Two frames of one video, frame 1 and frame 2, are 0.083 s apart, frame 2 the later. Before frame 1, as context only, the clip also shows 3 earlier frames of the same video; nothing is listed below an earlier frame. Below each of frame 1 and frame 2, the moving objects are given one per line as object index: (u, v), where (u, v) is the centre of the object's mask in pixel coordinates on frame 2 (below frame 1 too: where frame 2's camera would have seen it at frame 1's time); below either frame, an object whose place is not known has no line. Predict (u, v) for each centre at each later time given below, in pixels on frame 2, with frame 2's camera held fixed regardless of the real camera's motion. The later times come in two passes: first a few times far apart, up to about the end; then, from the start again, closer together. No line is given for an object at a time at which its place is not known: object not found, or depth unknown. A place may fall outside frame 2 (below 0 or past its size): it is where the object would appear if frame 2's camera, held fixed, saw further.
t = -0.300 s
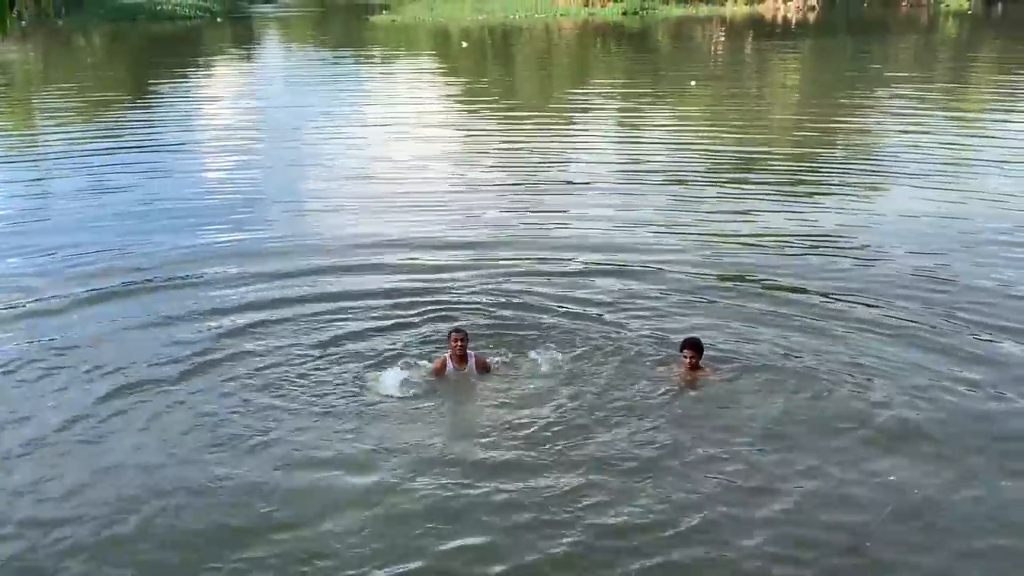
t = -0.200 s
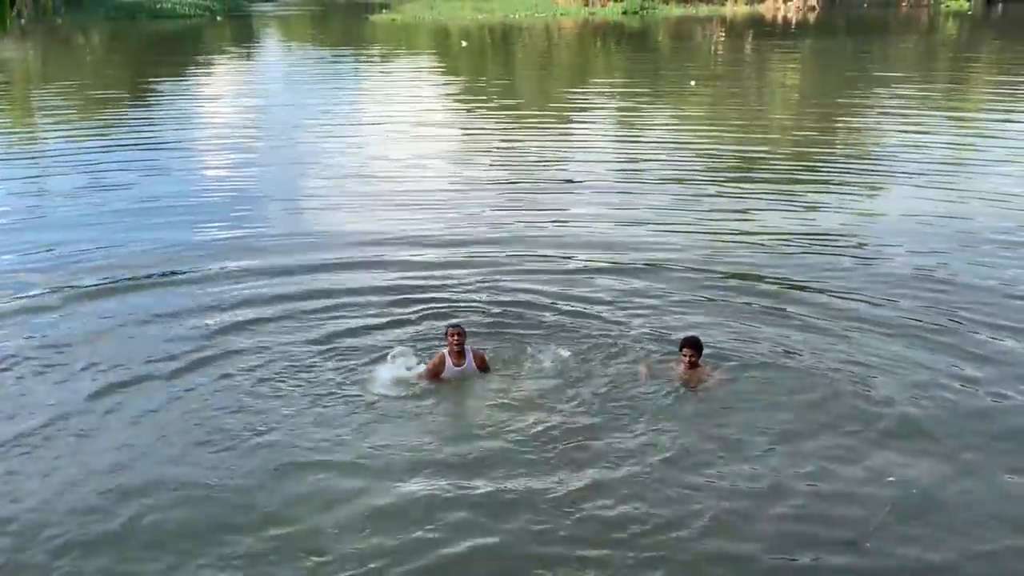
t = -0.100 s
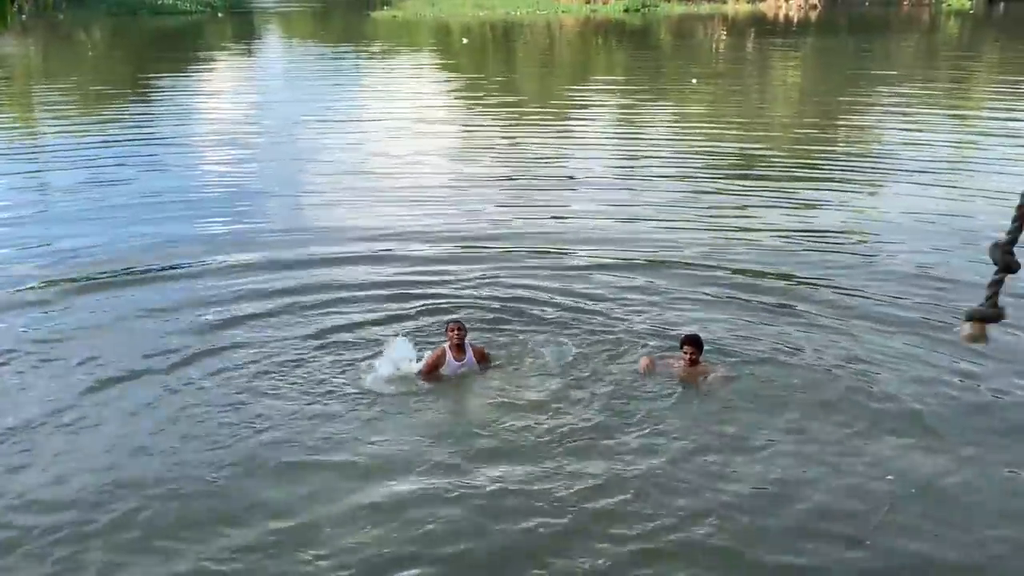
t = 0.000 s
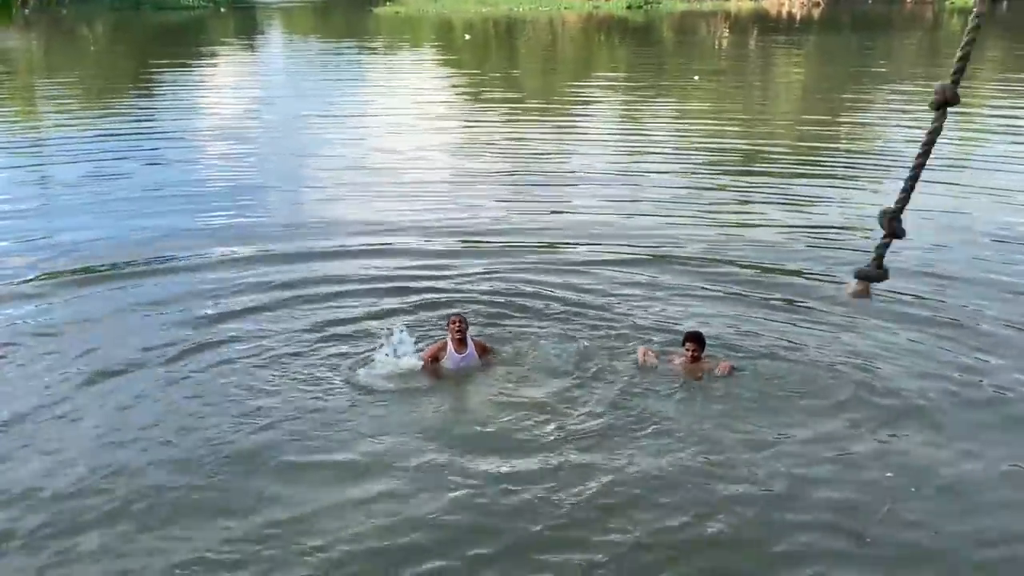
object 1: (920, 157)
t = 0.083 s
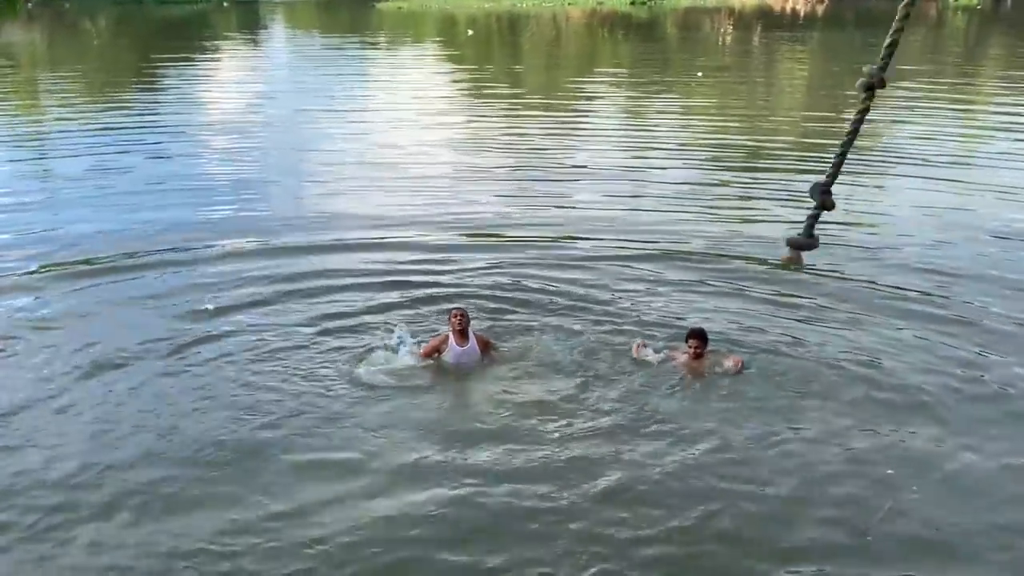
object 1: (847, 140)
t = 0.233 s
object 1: (745, 117)
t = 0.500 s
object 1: (653, 105)
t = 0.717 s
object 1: (617, 85)
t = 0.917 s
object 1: (573, 74)
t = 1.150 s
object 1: (533, 67)
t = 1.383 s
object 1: (572, 66)
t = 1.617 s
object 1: (682, 122)
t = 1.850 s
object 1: (863, 199)
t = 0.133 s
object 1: (805, 128)
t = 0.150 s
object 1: (794, 126)
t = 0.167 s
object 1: (783, 124)
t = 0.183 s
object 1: (772, 124)
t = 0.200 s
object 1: (763, 121)
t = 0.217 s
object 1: (753, 119)
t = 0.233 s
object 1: (745, 117)
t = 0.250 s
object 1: (736, 116)
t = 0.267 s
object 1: (727, 116)
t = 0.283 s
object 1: (718, 115)
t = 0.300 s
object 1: (711, 115)
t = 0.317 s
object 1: (703, 115)
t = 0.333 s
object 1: (696, 115)
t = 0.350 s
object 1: (689, 112)
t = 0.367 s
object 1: (684, 111)
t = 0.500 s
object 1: (653, 105)
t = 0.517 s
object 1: (650, 104)
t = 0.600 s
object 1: (636, 98)
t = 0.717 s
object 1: (617, 85)
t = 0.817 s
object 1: (592, 72)
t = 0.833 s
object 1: (588, 73)
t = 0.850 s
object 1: (586, 73)
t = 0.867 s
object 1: (583, 73)
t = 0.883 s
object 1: (580, 73)
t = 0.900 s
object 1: (576, 73)
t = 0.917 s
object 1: (573, 74)
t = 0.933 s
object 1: (570, 74)
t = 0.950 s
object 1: (569, 76)
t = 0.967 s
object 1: (564, 76)
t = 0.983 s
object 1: (559, 75)
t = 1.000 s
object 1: (555, 75)
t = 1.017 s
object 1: (552, 75)
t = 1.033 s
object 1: (549, 74)
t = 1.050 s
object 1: (545, 74)
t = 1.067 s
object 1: (542, 73)
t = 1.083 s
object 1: (540, 72)
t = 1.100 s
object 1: (538, 71)
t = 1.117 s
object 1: (536, 71)
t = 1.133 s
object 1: (535, 69)
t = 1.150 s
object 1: (533, 67)
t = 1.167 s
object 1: (533, 66)
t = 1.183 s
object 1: (532, 65)
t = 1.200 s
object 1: (532, 63)
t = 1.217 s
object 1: (533, 62)
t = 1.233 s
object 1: (533, 63)
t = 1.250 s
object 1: (536, 61)
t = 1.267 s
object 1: (539, 61)
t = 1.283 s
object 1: (542, 59)
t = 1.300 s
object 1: (546, 60)
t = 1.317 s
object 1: (549, 62)
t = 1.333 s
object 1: (554, 62)
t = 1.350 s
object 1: (560, 63)
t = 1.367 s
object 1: (565, 65)
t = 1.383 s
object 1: (572, 66)
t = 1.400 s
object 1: (576, 70)
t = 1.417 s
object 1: (583, 72)
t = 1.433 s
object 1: (588, 76)
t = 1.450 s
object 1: (595, 79)
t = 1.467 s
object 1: (603, 80)
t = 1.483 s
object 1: (609, 84)
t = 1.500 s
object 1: (619, 88)
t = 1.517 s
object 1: (626, 92)
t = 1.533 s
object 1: (635, 96)
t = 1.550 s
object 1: (643, 102)
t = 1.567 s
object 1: (653, 107)
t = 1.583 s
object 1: (661, 113)
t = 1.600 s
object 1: (671, 118)
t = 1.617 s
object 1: (682, 122)
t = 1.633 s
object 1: (694, 129)
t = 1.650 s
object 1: (704, 134)
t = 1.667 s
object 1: (715, 141)
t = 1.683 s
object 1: (726, 148)
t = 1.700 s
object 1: (738, 154)
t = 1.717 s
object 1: (749, 160)
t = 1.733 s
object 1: (762, 164)
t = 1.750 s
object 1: (775, 170)
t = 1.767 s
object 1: (789, 176)
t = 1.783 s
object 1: (803, 182)
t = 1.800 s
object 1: (816, 185)
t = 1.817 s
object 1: (832, 190)
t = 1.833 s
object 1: (846, 194)
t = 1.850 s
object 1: (863, 199)
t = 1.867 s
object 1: (878, 201)
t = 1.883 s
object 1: (894, 205)
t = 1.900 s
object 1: (910, 209)
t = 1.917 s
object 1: (928, 211)
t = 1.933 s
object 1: (944, 215)
